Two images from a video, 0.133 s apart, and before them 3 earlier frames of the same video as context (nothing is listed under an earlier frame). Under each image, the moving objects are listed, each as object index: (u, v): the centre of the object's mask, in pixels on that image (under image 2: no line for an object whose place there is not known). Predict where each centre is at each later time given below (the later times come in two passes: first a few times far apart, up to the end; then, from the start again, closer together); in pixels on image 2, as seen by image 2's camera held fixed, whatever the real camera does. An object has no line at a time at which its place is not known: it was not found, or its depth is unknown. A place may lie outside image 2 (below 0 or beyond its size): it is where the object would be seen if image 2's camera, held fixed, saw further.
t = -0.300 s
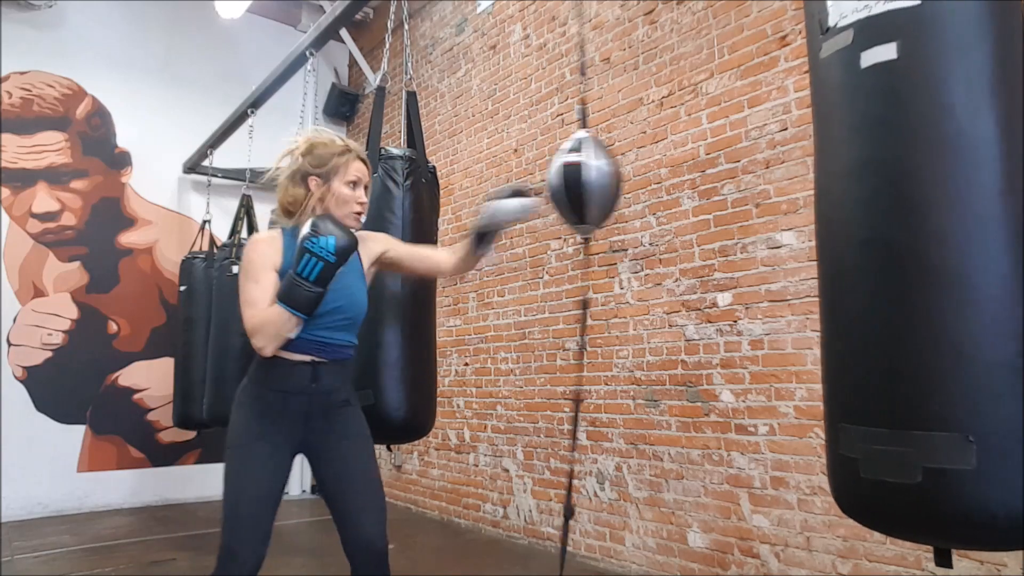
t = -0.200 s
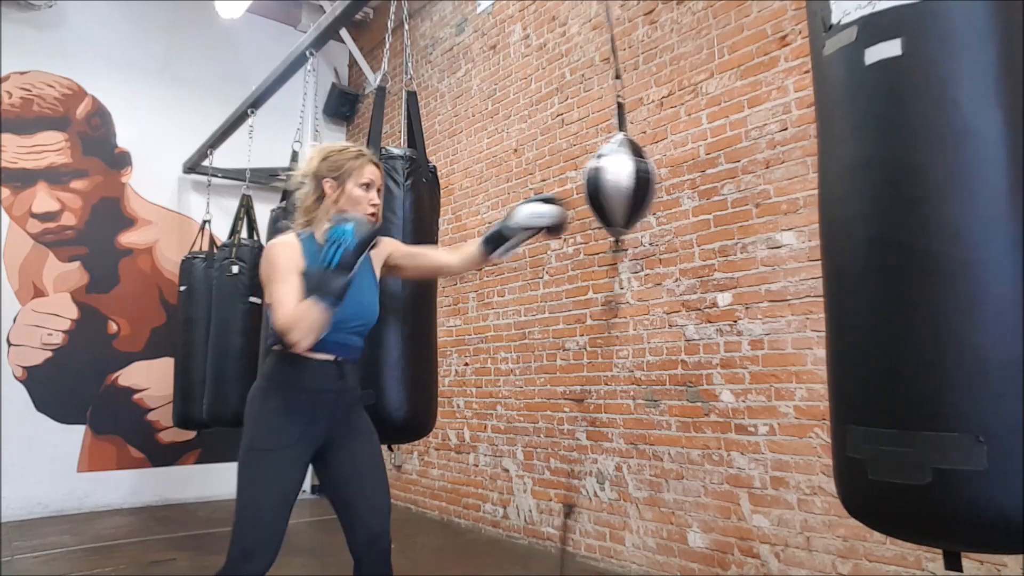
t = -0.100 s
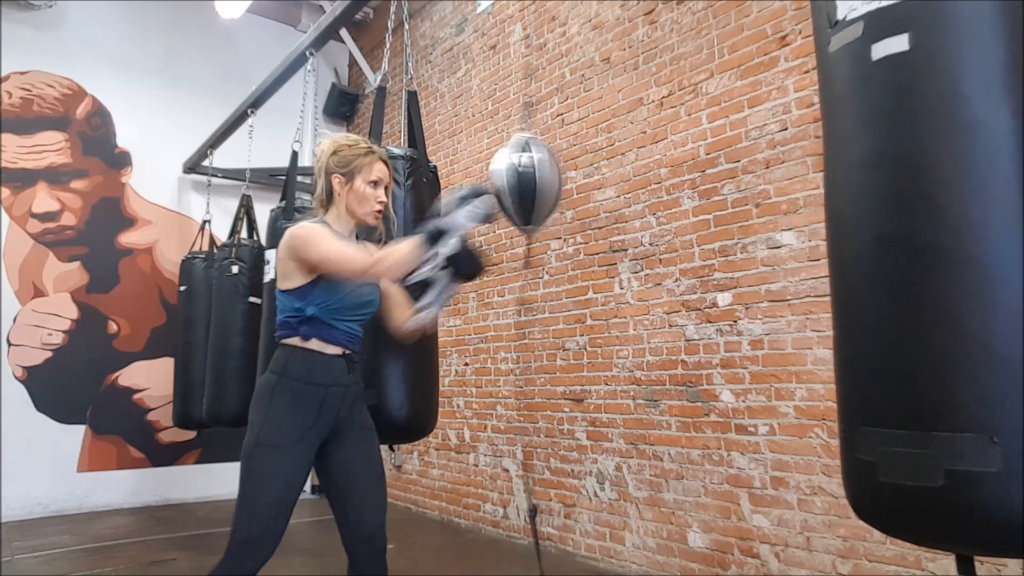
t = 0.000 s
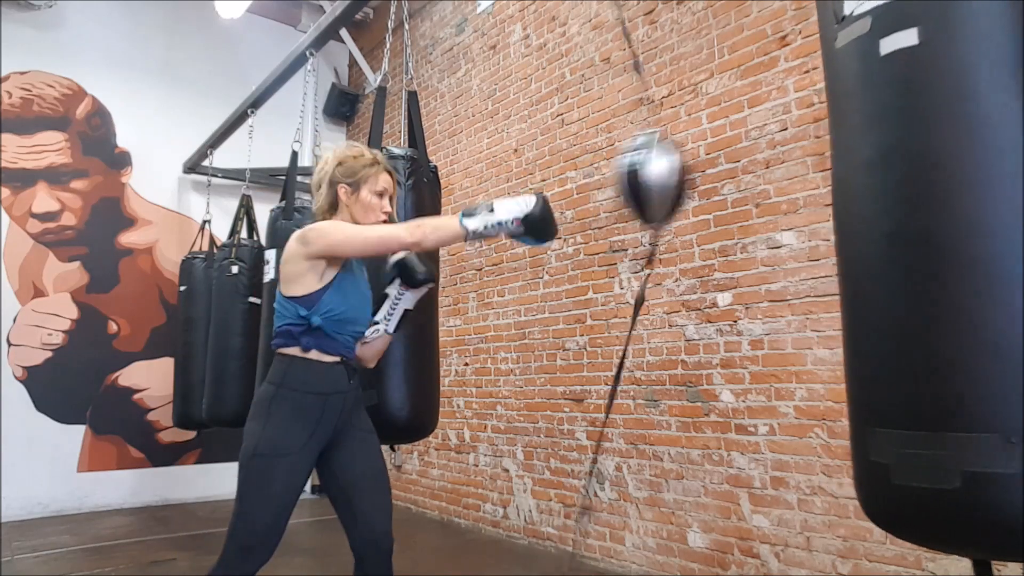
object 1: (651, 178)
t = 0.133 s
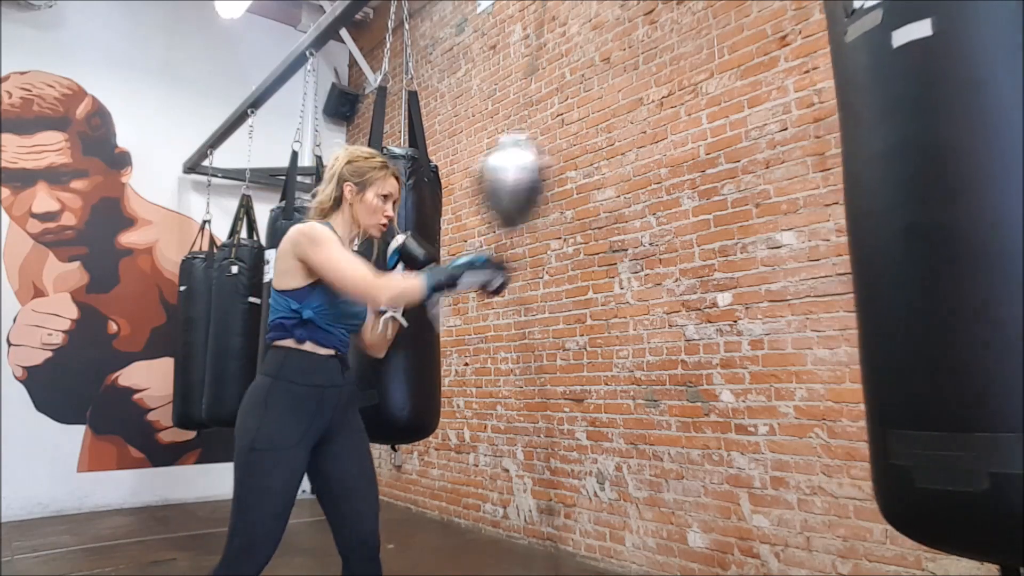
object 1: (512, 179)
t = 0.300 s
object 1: (574, 179)
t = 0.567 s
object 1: (495, 185)
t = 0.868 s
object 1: (512, 183)
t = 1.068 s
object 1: (604, 182)
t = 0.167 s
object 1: (484, 185)
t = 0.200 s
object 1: (477, 185)
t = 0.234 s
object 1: (496, 178)
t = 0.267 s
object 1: (536, 177)
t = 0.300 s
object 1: (574, 179)
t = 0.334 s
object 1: (610, 180)
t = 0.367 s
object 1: (628, 182)
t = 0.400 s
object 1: (617, 180)
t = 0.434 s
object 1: (593, 179)
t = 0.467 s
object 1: (559, 181)
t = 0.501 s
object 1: (522, 182)
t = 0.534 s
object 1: (502, 182)
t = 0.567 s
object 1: (495, 185)
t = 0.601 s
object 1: (511, 181)
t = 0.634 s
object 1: (538, 181)
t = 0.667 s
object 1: (599, 181)
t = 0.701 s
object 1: (613, 183)
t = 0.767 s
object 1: (588, 181)
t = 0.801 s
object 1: (560, 181)
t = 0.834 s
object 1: (532, 182)
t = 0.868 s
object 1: (512, 183)
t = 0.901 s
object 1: (505, 184)
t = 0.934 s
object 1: (515, 183)
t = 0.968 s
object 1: (537, 181)
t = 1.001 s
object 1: (563, 181)
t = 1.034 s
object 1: (589, 182)
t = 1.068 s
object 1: (604, 182)
